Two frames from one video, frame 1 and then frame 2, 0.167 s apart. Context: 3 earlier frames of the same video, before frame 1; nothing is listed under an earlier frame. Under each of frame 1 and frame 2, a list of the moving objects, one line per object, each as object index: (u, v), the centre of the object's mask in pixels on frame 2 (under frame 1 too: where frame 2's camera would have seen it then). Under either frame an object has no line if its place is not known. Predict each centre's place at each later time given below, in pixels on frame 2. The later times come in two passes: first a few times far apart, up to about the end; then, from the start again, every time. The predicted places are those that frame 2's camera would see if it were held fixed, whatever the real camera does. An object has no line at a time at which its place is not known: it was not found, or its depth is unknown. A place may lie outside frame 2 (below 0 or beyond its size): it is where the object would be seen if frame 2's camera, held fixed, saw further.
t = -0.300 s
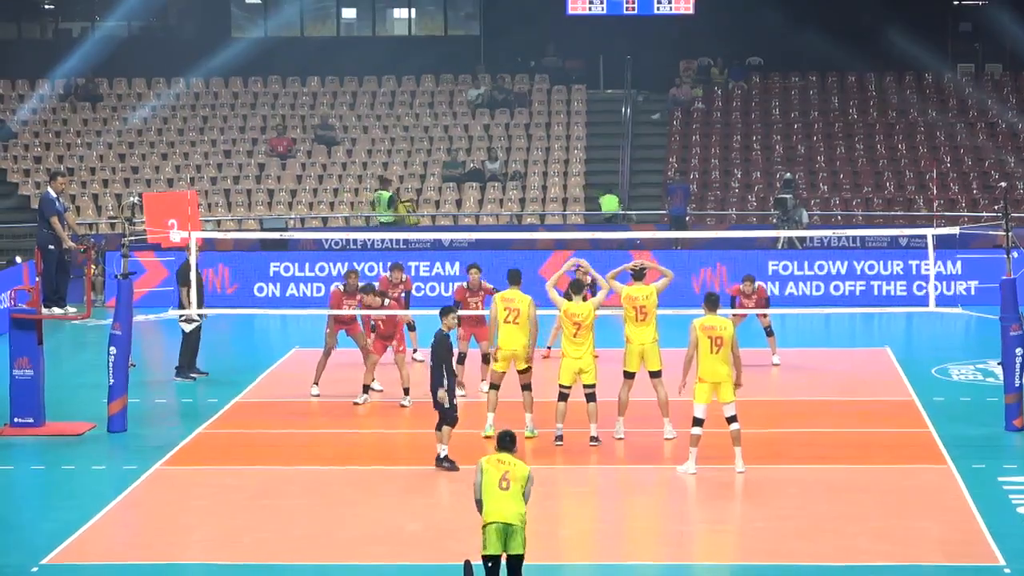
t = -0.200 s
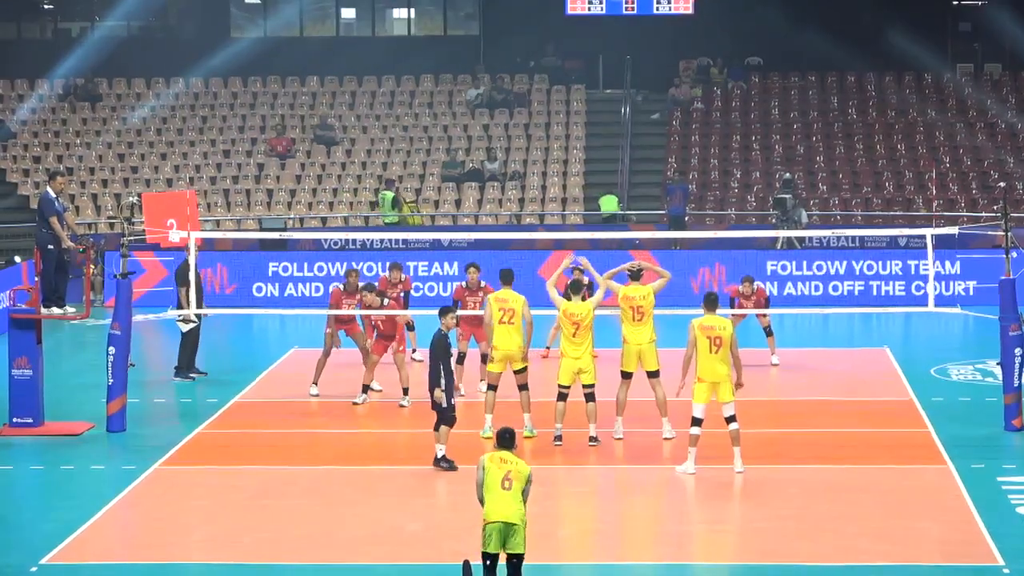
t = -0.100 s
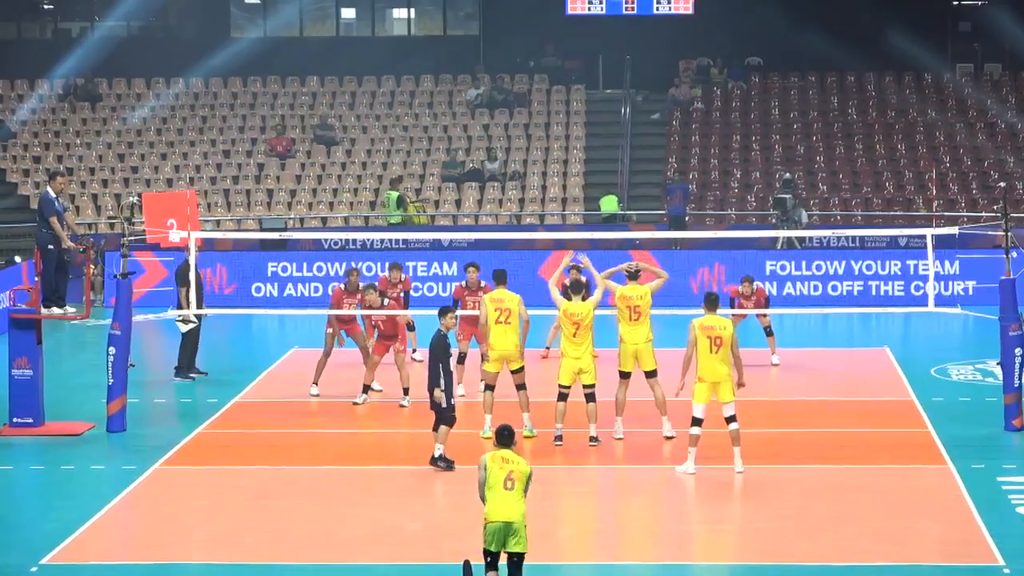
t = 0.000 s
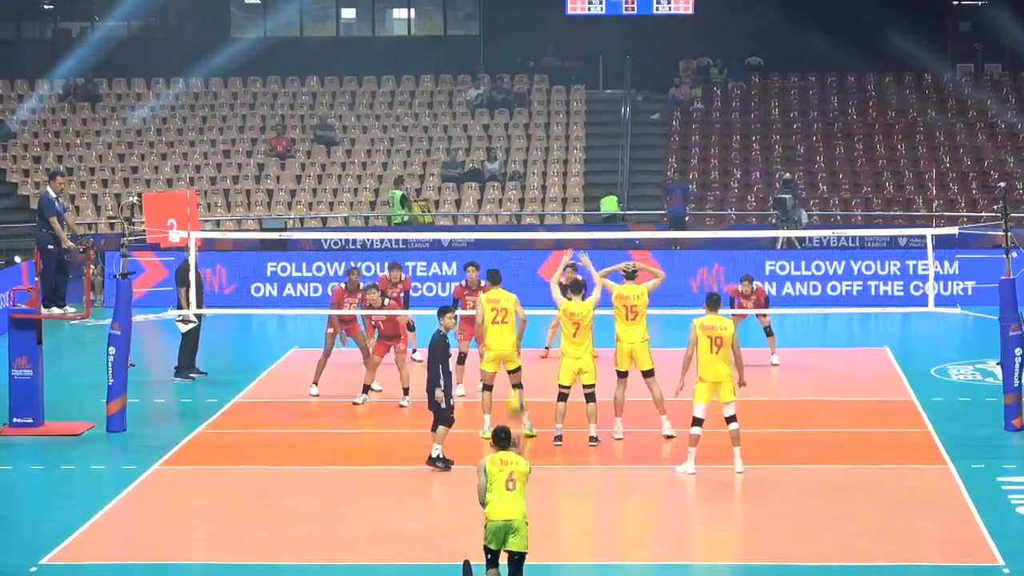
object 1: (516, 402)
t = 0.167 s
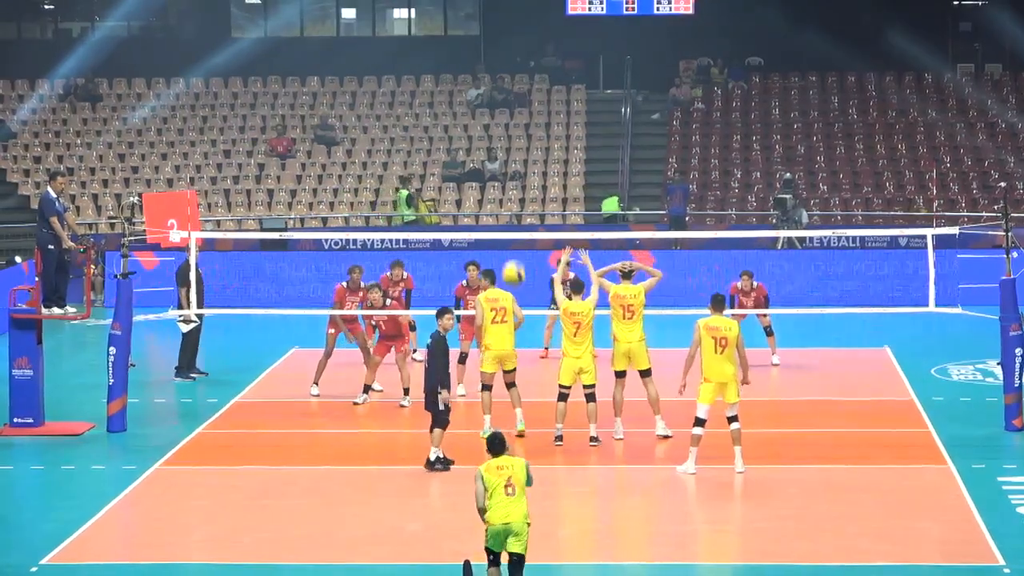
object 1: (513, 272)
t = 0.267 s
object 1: (512, 212)
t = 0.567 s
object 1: (507, 99)
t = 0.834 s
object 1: (504, 87)
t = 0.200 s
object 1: (513, 252)
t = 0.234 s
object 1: (512, 229)
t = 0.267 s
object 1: (512, 212)
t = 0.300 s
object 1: (511, 193)
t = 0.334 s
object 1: (511, 177)
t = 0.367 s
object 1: (510, 165)
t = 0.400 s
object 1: (509, 149)
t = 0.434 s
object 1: (509, 135)
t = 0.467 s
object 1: (508, 125)
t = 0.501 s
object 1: (507, 116)
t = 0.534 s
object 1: (507, 105)
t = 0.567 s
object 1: (507, 99)
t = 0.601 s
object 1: (506, 92)
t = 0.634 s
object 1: (506, 88)
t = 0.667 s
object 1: (505, 87)
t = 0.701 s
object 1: (505, 83)
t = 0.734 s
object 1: (505, 84)
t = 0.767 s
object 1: (505, 83)
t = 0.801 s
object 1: (504, 85)
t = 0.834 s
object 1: (504, 87)
